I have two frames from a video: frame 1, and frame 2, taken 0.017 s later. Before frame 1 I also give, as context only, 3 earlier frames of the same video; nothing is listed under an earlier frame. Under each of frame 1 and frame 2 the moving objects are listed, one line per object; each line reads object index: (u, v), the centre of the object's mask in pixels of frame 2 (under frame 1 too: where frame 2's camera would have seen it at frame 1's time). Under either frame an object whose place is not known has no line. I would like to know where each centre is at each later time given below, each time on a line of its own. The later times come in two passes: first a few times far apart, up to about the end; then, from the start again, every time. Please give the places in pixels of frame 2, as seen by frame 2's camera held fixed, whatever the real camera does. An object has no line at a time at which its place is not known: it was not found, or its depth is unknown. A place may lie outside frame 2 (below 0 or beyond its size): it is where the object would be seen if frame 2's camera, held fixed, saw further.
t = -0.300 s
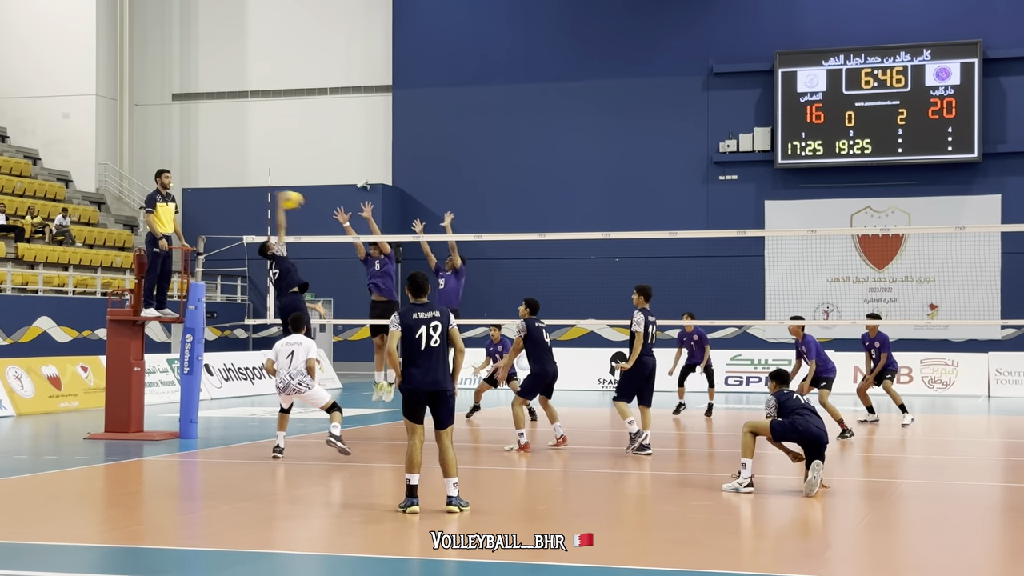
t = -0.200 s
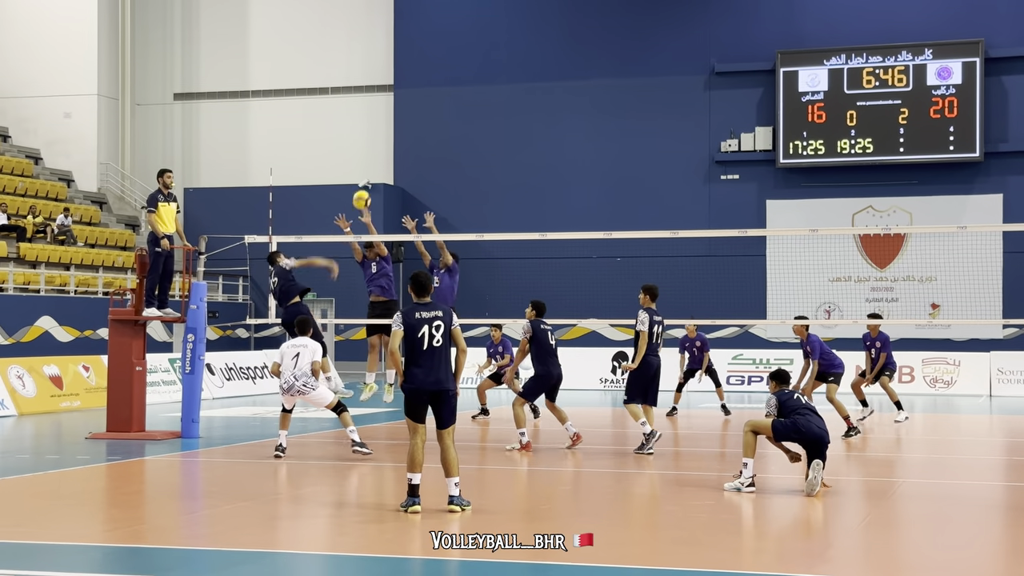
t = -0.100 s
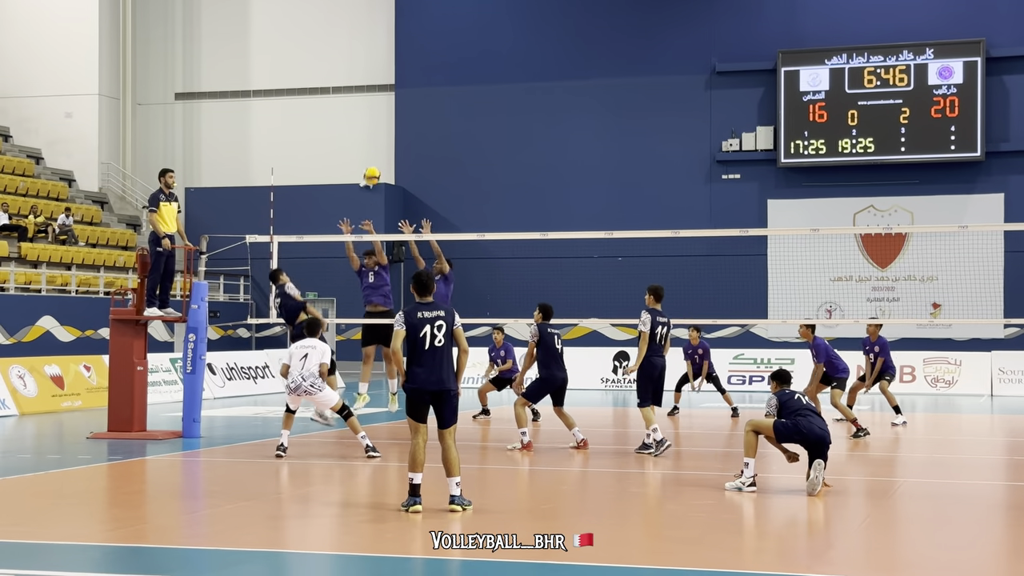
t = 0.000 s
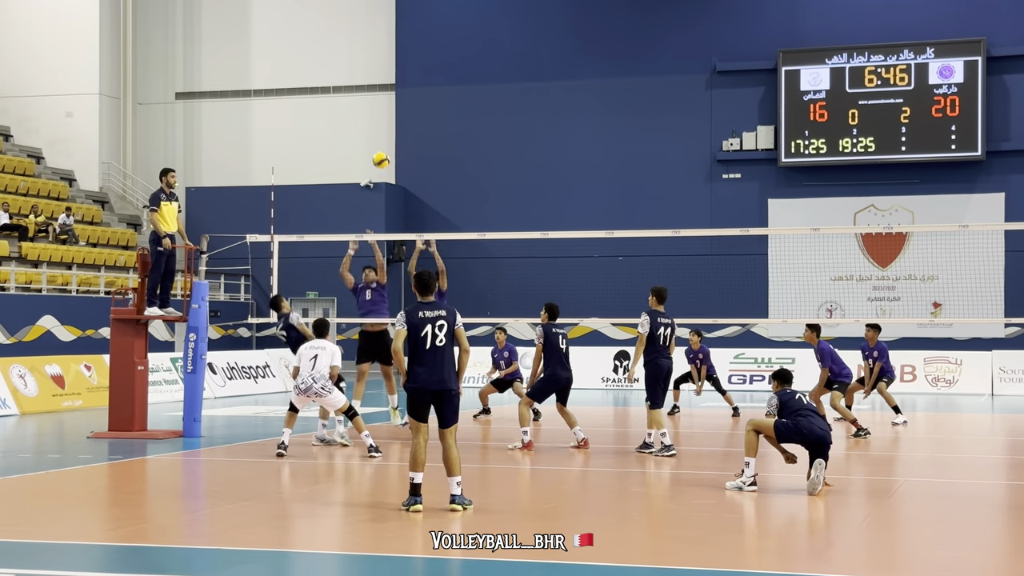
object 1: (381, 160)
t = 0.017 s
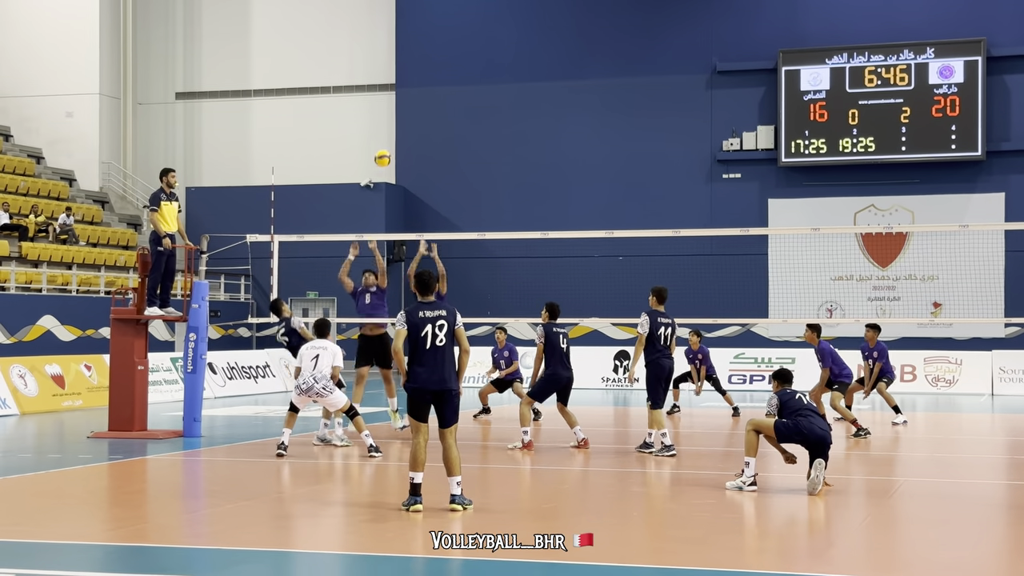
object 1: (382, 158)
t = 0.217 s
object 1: (399, 157)
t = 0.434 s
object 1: (414, 189)
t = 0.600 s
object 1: (424, 231)
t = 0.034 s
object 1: (384, 157)
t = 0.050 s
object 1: (385, 155)
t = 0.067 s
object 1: (386, 155)
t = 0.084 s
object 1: (388, 154)
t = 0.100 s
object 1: (389, 153)
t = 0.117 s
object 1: (391, 153)
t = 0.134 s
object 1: (392, 153)
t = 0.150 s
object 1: (394, 154)
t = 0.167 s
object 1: (395, 154)
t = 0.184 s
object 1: (396, 155)
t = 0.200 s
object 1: (397, 155)
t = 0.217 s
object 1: (399, 157)
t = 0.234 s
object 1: (400, 158)
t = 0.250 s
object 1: (401, 160)
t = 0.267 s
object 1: (402, 161)
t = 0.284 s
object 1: (403, 163)
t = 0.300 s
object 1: (405, 165)
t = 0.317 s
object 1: (406, 167)
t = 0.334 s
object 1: (407, 170)
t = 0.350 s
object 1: (408, 173)
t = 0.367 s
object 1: (409, 176)
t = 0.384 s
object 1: (411, 179)
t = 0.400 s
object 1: (411, 182)
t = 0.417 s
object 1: (413, 186)
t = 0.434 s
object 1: (414, 189)
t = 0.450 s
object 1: (415, 193)
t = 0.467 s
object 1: (416, 197)
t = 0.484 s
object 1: (417, 202)
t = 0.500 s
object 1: (419, 206)
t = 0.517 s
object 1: (419, 210)
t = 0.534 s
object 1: (421, 215)
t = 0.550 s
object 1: (422, 220)
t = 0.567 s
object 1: (423, 225)
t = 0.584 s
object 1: (424, 228)
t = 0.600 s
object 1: (424, 231)
